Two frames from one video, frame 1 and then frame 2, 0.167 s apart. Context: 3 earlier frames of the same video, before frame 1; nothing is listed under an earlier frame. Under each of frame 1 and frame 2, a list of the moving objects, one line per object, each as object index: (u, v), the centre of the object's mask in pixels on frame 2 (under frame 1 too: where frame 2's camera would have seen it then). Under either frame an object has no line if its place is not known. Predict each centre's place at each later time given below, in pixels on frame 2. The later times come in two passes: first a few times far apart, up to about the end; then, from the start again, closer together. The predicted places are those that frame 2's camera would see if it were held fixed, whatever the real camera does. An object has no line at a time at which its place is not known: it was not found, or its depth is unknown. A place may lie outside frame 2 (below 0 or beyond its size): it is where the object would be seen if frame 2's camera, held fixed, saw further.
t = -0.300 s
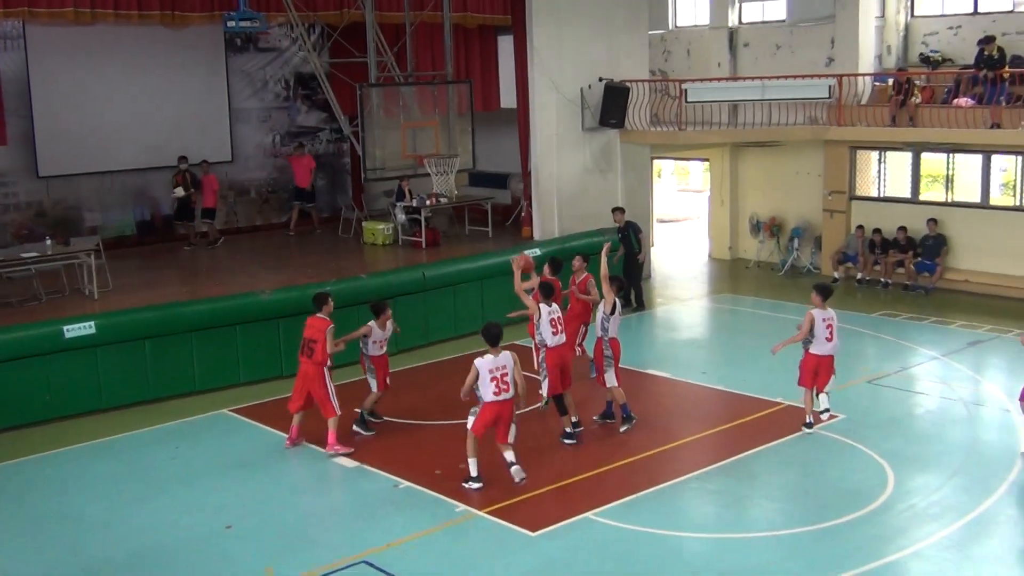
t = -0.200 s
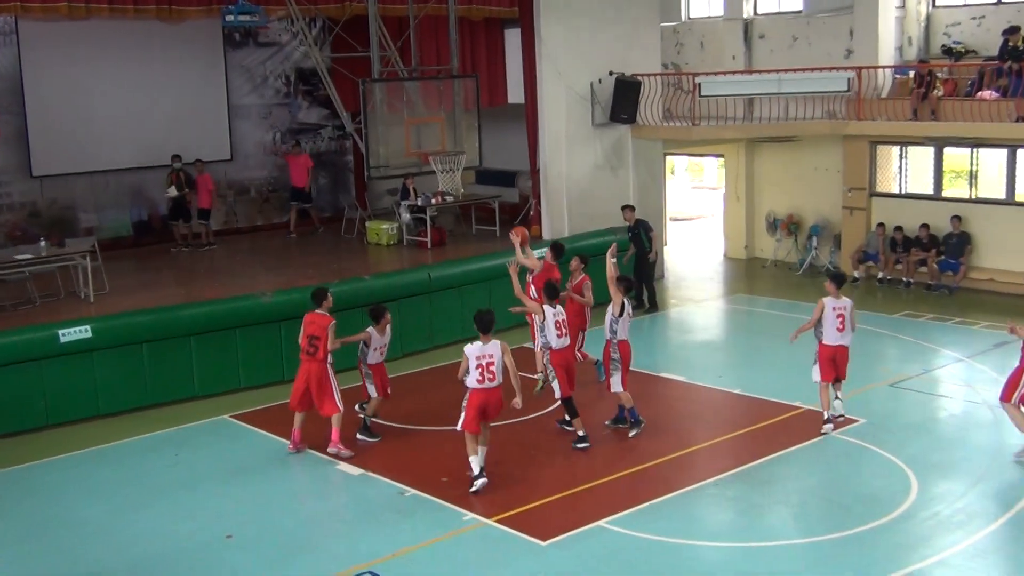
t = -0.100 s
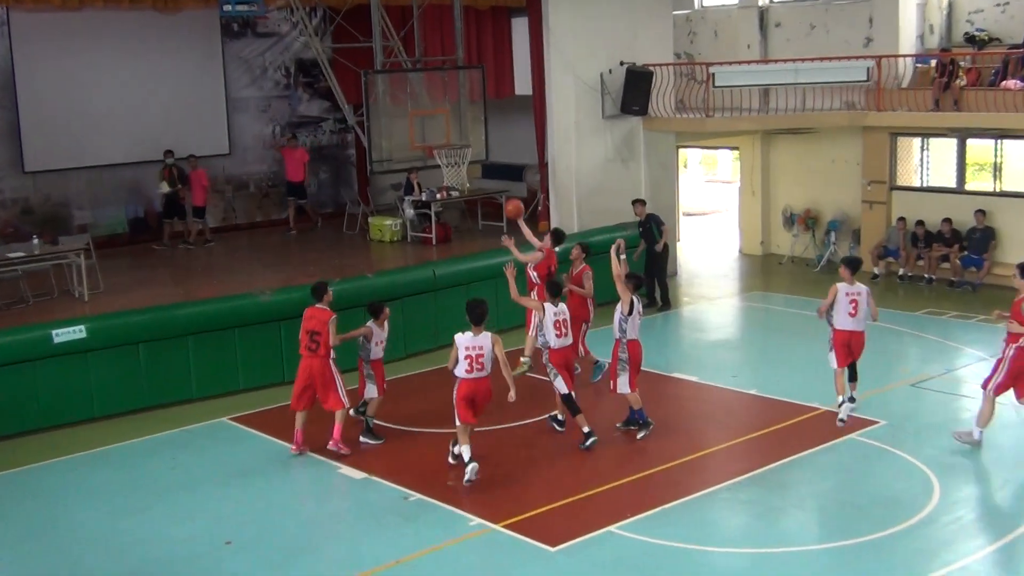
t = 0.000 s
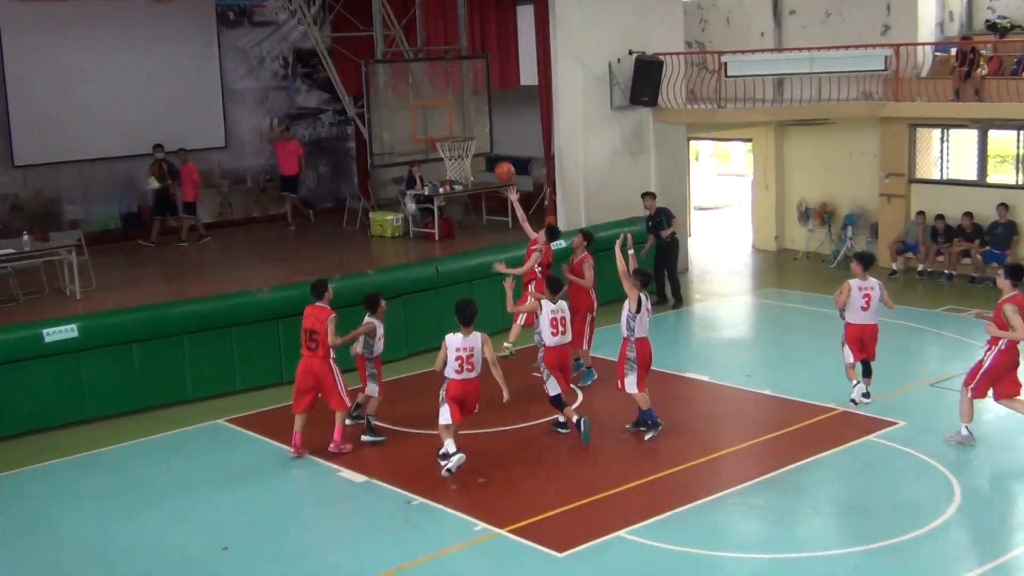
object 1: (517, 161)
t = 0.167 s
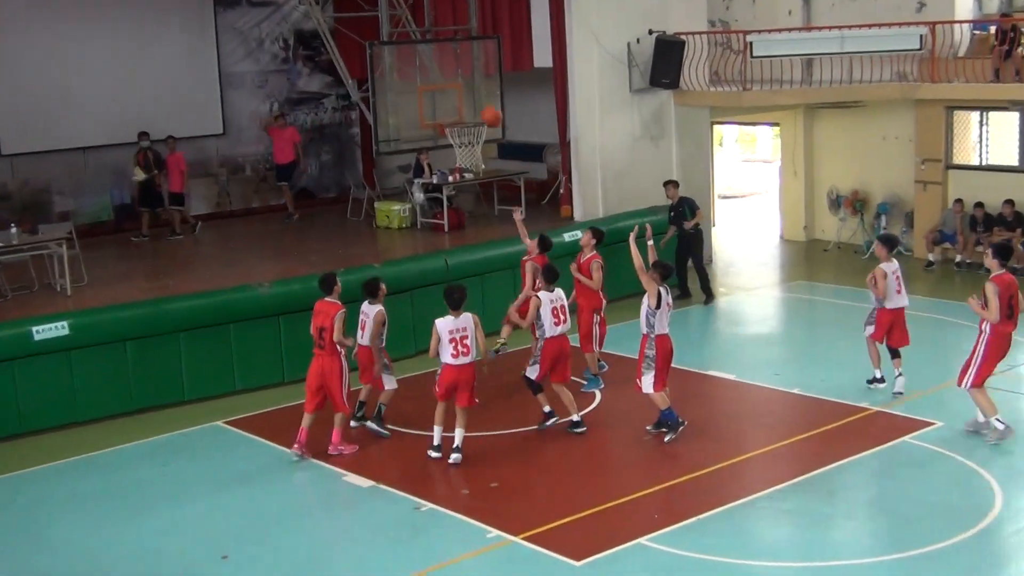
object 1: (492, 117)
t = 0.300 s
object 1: (472, 98)
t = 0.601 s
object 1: (446, 103)
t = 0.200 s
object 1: (485, 110)
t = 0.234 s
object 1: (480, 105)
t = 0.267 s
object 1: (477, 100)
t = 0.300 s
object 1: (472, 98)
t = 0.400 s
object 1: (457, 96)
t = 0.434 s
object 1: (452, 96)
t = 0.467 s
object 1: (451, 96)
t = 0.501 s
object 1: (450, 96)
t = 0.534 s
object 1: (449, 97)
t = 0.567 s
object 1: (447, 100)
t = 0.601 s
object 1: (446, 103)
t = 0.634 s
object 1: (445, 109)
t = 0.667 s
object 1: (443, 112)
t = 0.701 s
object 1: (444, 107)
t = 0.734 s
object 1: (445, 103)
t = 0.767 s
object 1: (446, 101)
